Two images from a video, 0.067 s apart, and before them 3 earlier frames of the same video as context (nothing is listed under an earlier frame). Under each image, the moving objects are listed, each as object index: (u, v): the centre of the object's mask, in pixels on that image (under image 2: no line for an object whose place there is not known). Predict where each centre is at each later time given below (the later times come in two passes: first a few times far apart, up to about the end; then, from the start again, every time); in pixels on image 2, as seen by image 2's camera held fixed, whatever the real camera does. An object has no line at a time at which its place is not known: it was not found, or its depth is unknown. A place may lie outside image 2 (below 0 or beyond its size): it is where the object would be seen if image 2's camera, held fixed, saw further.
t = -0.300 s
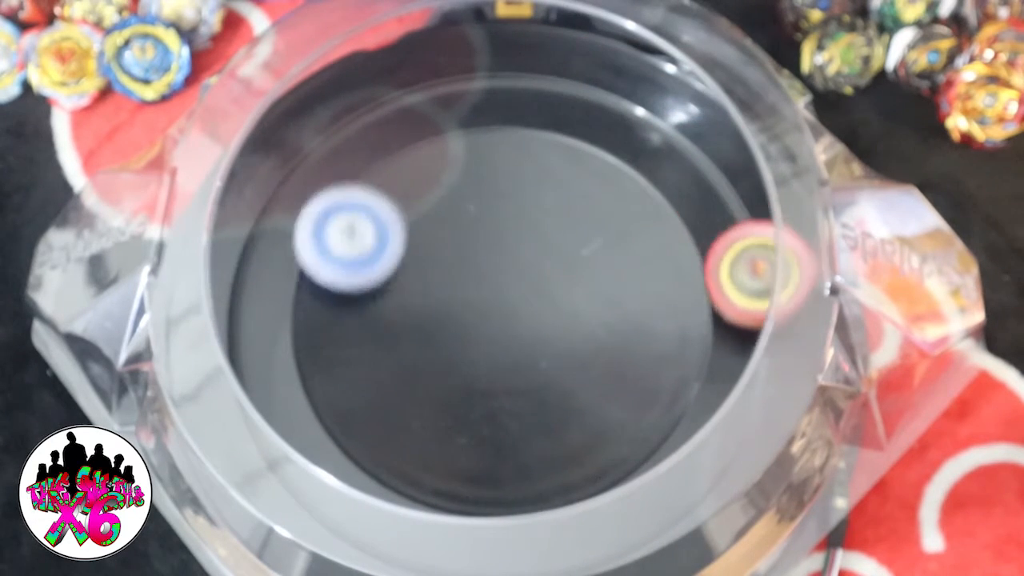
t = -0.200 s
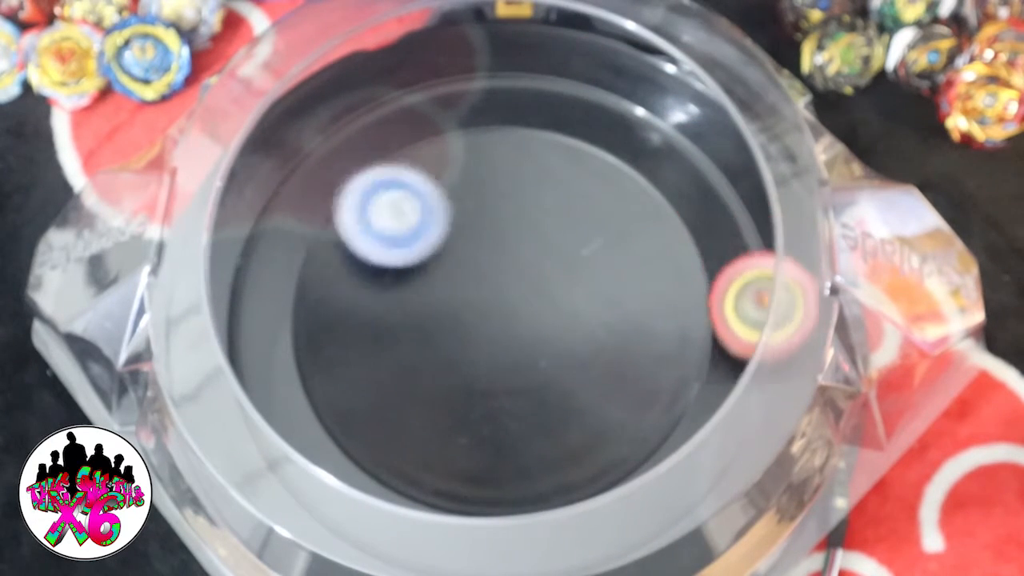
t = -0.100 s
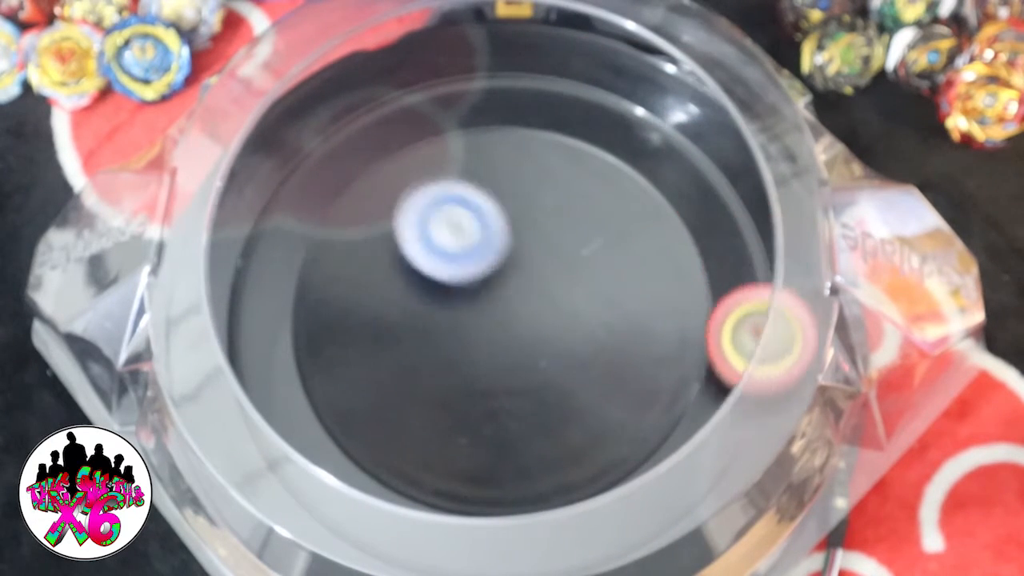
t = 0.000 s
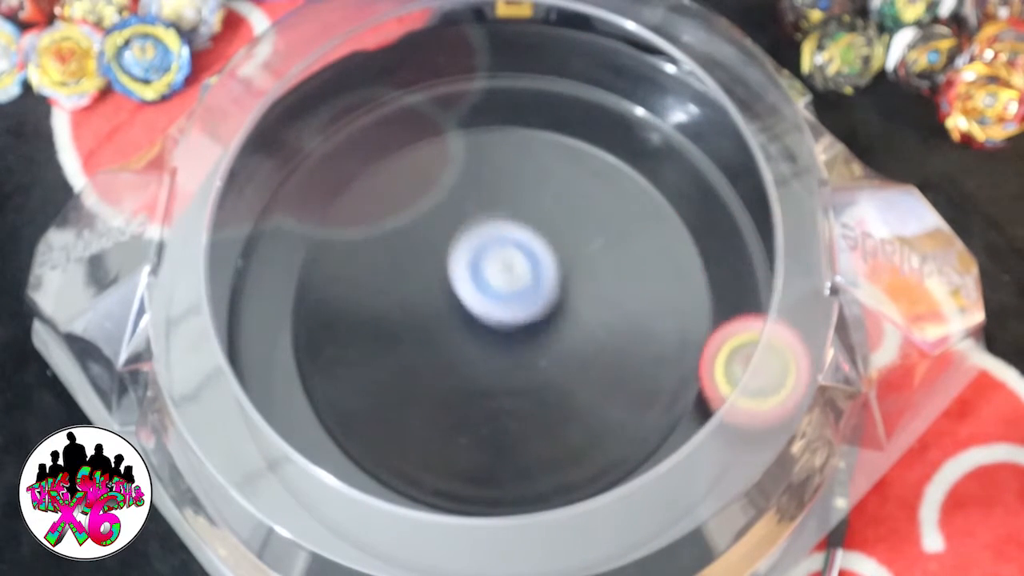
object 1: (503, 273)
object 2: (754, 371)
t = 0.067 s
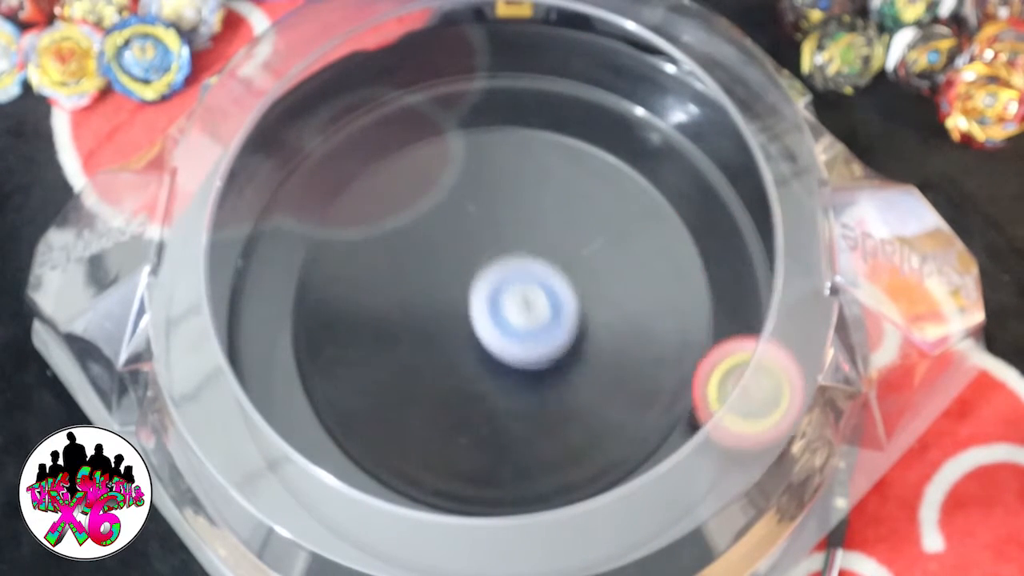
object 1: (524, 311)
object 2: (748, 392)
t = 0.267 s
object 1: (497, 422)
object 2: (711, 456)
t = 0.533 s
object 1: (388, 425)
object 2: (633, 523)
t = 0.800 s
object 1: (467, 300)
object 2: (537, 540)
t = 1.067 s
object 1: (614, 317)
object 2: (442, 539)
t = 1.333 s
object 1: (584, 409)
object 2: (358, 522)
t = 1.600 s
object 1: (464, 316)
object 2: (294, 470)
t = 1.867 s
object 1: (514, 188)
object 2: (253, 402)
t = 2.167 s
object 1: (581, 261)
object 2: (239, 315)
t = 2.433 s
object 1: (454, 339)
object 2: (254, 239)
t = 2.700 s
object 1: (364, 254)
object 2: (288, 173)
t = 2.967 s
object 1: (482, 275)
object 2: (326, 134)
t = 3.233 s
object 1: (507, 402)
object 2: (387, 95)
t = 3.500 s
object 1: (428, 430)
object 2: (460, 74)
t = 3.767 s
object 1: (480, 317)
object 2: (536, 73)
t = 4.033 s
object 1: (605, 311)
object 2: (600, 90)
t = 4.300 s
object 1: (565, 368)
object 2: (667, 128)
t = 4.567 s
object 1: (478, 278)
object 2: (714, 180)
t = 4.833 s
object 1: (525, 187)
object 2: (731, 242)
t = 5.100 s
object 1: (531, 286)
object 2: (716, 315)
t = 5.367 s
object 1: (414, 316)
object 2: (643, 290)
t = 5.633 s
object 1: (391, 260)
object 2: (524, 268)
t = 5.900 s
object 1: (360, 240)
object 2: (613, 299)
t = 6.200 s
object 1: (434, 316)
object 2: (560, 272)
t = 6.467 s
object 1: (407, 347)
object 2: (623, 264)
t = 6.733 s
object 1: (482, 369)
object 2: (577, 296)
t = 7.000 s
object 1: (426, 406)
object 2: (539, 323)
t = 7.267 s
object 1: (370, 312)
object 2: (553, 364)
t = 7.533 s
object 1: (416, 216)
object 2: (583, 315)
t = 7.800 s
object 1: (507, 195)
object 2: (552, 351)
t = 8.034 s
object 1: (563, 271)
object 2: (557, 406)
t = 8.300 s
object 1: (513, 356)
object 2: (526, 462)
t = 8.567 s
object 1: (420, 339)
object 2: (472, 465)
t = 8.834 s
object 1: (473, 272)
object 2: (445, 408)
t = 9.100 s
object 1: (572, 296)
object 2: (455, 347)
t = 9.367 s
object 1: (573, 368)
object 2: (493, 290)
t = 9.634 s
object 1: (473, 342)
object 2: (536, 244)
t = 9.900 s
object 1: (440, 257)
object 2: (583, 235)
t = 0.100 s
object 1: (527, 331)
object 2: (743, 403)
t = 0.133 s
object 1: (528, 351)
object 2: (738, 413)
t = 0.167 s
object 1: (524, 371)
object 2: (732, 425)
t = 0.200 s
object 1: (517, 388)
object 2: (726, 435)
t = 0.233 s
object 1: (509, 406)
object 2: (718, 446)
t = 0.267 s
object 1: (497, 422)
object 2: (711, 456)
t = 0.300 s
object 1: (485, 434)
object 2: (703, 466)
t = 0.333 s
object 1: (470, 446)
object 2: (694, 477)
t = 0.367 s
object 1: (455, 453)
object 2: (685, 487)
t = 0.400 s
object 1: (438, 456)
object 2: (675, 496)
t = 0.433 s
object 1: (421, 455)
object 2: (665, 504)
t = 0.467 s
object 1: (407, 450)
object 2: (654, 512)
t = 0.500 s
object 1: (394, 440)
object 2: (644, 518)
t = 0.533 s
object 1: (388, 425)
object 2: (633, 523)
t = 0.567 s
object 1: (386, 408)
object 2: (622, 526)
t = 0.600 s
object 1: (389, 390)
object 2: (610, 530)
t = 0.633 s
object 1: (396, 373)
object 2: (597, 532)
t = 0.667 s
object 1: (407, 355)
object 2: (585, 535)
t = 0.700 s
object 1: (418, 339)
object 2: (573, 536)
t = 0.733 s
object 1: (433, 324)
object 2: (561, 538)
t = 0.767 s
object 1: (448, 311)
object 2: (550, 540)
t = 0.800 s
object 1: (467, 300)
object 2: (537, 540)
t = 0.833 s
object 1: (485, 293)
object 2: (526, 541)
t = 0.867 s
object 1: (507, 287)
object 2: (514, 542)
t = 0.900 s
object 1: (527, 285)
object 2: (502, 542)
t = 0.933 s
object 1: (548, 287)
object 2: (489, 542)
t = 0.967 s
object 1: (566, 291)
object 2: (476, 542)
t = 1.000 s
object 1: (585, 299)
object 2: (464, 541)
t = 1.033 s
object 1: (600, 307)
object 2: (452, 541)
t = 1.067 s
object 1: (614, 317)
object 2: (442, 539)
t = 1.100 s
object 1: (624, 329)
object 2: (430, 538)
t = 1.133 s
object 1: (632, 343)
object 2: (421, 537)
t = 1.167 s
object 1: (636, 357)
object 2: (409, 535)
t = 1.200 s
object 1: (637, 372)
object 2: (400, 533)
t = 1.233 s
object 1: (630, 386)
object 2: (388, 531)
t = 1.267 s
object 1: (619, 398)
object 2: (380, 528)
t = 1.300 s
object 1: (603, 406)
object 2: (370, 526)
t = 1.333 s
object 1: (584, 409)
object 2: (358, 522)
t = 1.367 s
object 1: (563, 407)
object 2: (352, 518)
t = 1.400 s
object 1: (543, 402)
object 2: (343, 512)
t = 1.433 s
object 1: (524, 393)
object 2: (333, 505)
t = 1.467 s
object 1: (507, 382)
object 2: (326, 496)
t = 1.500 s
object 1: (491, 368)
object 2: (316, 490)
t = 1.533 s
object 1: (479, 353)
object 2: (312, 485)
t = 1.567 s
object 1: (470, 335)
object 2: (304, 478)
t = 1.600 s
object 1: (464, 316)
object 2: (294, 470)
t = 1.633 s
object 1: (461, 298)
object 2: (288, 462)
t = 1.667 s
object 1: (462, 278)
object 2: (281, 454)
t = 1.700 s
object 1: (465, 260)
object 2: (274, 445)
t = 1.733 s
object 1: (472, 242)
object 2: (272, 438)
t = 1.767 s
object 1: (480, 226)
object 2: (265, 429)
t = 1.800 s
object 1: (490, 211)
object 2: (260, 418)
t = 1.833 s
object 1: (502, 198)
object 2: (256, 411)
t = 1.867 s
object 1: (514, 188)
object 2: (253, 402)
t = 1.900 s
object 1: (528, 180)
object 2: (250, 393)
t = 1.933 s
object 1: (541, 176)
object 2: (248, 385)
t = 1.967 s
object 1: (556, 177)
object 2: (246, 375)
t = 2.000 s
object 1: (570, 182)
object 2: (243, 365)
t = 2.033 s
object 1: (580, 192)
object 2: (241, 354)
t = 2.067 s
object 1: (588, 206)
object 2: (239, 344)
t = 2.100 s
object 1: (590, 223)
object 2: (238, 335)
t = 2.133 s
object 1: (587, 242)
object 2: (239, 326)
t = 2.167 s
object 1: (581, 261)
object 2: (239, 315)
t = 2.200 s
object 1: (573, 279)
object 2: (239, 306)
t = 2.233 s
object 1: (561, 297)
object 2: (240, 296)
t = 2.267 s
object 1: (547, 312)
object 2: (247, 286)
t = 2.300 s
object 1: (530, 324)
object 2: (248, 277)
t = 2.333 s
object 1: (513, 332)
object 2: (248, 268)
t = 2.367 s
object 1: (493, 338)
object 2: (250, 258)
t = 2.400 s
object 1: (473, 340)
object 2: (252, 249)
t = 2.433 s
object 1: (454, 339)
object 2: (254, 239)
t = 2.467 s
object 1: (436, 334)
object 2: (256, 231)
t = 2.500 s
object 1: (418, 326)
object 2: (260, 222)
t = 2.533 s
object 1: (403, 317)
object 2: (263, 214)
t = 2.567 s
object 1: (389, 307)
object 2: (268, 205)
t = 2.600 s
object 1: (378, 295)
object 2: (272, 197)
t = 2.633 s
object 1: (369, 282)
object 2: (277, 189)
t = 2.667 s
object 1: (364, 268)
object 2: (283, 181)
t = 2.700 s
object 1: (364, 254)
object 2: (288, 173)
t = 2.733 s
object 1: (368, 244)
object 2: (294, 163)
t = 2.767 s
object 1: (381, 239)
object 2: (298, 155)
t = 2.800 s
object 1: (398, 238)
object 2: (304, 154)
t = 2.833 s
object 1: (414, 240)
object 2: (309, 151)
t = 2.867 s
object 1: (433, 245)
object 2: (314, 143)
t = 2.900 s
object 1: (451, 253)
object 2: (319, 137)
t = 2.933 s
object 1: (467, 263)
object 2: (322, 136)
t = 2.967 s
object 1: (482, 275)
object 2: (326, 134)
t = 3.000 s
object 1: (495, 290)
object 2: (333, 129)
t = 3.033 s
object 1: (504, 305)
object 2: (341, 122)
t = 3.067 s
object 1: (512, 322)
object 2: (349, 115)
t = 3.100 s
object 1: (517, 339)
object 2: (355, 112)
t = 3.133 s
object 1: (518, 355)
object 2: (362, 108)
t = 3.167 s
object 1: (516, 372)
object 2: (371, 103)
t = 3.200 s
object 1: (512, 388)
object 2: (379, 98)
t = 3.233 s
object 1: (507, 402)
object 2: (387, 95)
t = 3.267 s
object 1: (500, 416)
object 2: (396, 91)
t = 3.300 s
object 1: (491, 429)
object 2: (405, 88)
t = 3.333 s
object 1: (481, 438)
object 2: (414, 85)
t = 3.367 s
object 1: (469, 446)
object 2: (423, 82)
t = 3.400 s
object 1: (456, 450)
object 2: (431, 79)
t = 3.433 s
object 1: (444, 448)
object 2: (441, 77)
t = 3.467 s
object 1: (434, 440)
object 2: (450, 75)
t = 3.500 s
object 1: (428, 430)
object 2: (460, 74)
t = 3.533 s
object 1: (425, 416)
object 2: (469, 73)
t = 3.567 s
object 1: (426, 401)
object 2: (479, 72)
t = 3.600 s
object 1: (430, 385)
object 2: (489, 72)
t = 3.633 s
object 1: (436, 370)
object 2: (498, 71)
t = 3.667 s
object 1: (444, 355)
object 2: (508, 71)
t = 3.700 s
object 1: (454, 340)
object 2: (518, 72)
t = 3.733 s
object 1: (467, 327)
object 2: (527, 72)
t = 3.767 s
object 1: (480, 317)
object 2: (536, 73)
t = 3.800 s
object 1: (496, 309)
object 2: (543, 74)
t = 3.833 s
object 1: (513, 302)
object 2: (550, 75)
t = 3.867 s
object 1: (530, 298)
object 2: (558, 76)
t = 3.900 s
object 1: (547, 296)
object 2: (565, 79)
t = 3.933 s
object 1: (562, 297)
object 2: (574, 81)
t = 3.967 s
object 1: (578, 300)
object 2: (583, 84)
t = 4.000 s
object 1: (592, 305)
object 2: (592, 87)
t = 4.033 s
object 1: (605, 311)
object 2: (600, 90)
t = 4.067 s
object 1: (615, 319)
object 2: (609, 94)
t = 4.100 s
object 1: (621, 329)
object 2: (618, 98)
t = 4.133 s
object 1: (623, 340)
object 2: (626, 102)
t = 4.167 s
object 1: (620, 350)
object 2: (634, 107)
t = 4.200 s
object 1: (612, 359)
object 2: (643, 112)
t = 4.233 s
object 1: (598, 365)
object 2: (651, 117)
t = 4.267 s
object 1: (582, 368)
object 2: (659, 122)
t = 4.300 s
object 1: (565, 368)
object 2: (667, 128)
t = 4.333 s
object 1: (547, 364)
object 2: (674, 134)
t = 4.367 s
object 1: (530, 357)
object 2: (682, 140)
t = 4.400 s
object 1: (516, 348)
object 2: (688, 146)
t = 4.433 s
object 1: (503, 337)
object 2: (694, 153)
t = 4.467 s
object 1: (494, 324)
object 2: (700, 159)
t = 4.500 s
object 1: (486, 309)
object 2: (705, 166)
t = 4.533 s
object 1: (481, 294)
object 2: (710, 173)
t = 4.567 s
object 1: (478, 278)
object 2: (714, 180)
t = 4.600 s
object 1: (478, 262)
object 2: (718, 187)
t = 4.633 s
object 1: (480, 247)
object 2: (721, 195)
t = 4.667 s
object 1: (484, 233)
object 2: (724, 202)
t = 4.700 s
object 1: (490, 220)
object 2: (727, 210)
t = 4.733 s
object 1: (497, 207)
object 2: (728, 218)
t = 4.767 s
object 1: (505, 197)
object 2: (730, 225)
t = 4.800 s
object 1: (515, 190)
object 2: (730, 233)
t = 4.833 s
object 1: (525, 187)
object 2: (731, 242)
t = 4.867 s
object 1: (535, 189)
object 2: (731, 251)
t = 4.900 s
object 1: (543, 197)
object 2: (730, 260)
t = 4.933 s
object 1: (548, 209)
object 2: (729, 269)
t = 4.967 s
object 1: (550, 224)
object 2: (728, 277)
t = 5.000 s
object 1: (550, 240)
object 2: (725, 287)
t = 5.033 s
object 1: (546, 257)
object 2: (723, 296)
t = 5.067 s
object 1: (540, 273)
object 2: (720, 305)
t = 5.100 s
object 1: (531, 286)
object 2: (716, 315)
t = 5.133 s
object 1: (519, 299)
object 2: (711, 324)
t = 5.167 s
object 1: (505, 309)
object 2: (706, 330)
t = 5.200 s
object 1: (490, 316)
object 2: (699, 333)
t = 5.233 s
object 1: (474, 321)
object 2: (687, 329)
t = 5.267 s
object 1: (458, 324)
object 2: (676, 321)
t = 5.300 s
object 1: (443, 323)
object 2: (666, 310)
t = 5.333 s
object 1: (428, 320)
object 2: (655, 299)
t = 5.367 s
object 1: (414, 316)
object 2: (643, 290)
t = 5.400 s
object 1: (401, 310)
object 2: (628, 283)
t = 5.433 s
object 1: (390, 303)
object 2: (612, 277)
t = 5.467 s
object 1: (382, 295)
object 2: (595, 272)
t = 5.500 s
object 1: (377, 285)
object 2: (578, 268)
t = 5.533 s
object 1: (376, 276)
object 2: (561, 265)
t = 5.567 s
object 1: (381, 268)
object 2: (543, 264)
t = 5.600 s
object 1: (389, 264)
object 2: (530, 264)
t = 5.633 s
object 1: (391, 260)
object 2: (524, 268)
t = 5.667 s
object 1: (368, 253)
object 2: (546, 276)
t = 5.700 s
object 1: (351, 247)
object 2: (572, 285)
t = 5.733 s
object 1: (342, 242)
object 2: (594, 296)
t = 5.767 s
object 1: (338, 239)
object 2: (607, 305)
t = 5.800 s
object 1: (338, 237)
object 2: (613, 311)
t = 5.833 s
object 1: (343, 236)
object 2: (614, 312)
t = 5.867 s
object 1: (350, 237)
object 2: (614, 307)
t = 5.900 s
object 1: (360, 240)
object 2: (613, 299)
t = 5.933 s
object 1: (372, 245)
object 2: (608, 289)
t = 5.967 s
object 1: (386, 252)
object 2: (601, 281)
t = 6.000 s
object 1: (401, 260)
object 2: (591, 275)
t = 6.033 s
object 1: (416, 269)
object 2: (579, 271)
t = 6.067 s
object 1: (431, 279)
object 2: (566, 268)
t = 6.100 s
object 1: (443, 289)
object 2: (553, 267)
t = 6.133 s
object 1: (443, 298)
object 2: (552, 268)
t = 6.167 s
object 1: (446, 307)
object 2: (550, 270)
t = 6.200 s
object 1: (434, 316)
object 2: (560, 272)
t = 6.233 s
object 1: (419, 324)
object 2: (579, 271)
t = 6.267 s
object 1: (410, 331)
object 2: (591, 271)
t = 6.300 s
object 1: (404, 336)
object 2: (598, 269)
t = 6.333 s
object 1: (401, 340)
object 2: (605, 267)
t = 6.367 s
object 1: (399, 343)
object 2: (611, 265)
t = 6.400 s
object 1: (400, 346)
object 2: (617, 264)
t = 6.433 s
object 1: (403, 347)
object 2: (621, 263)
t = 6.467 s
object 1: (407, 347)
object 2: (623, 264)
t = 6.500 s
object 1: (414, 347)
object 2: (622, 265)
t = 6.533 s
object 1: (423, 347)
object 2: (618, 269)
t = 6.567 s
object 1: (433, 347)
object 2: (613, 272)
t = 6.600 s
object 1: (444, 347)
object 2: (606, 276)
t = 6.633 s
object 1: (457, 349)
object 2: (598, 281)
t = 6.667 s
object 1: (468, 353)
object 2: (589, 287)
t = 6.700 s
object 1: (479, 359)
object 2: (581, 292)
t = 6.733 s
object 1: (482, 369)
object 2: (577, 296)
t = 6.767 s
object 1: (479, 379)
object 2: (574, 297)
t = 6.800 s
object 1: (476, 388)
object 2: (567, 300)
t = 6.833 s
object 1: (472, 394)
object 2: (559, 305)
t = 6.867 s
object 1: (468, 397)
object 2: (552, 311)
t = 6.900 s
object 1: (465, 396)
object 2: (545, 316)
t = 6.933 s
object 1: (455, 399)
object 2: (542, 320)
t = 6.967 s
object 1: (439, 404)
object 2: (543, 320)
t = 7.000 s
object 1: (426, 406)
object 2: (539, 323)
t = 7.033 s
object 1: (415, 404)
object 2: (534, 327)
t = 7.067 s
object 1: (404, 398)
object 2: (528, 332)
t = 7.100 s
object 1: (397, 388)
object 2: (524, 338)
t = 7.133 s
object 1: (395, 375)
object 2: (520, 344)
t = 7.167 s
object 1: (398, 361)
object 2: (517, 349)
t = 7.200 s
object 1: (403, 347)
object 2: (515, 355)
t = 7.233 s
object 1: (387, 331)
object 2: (532, 360)
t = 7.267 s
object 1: (370, 312)
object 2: (553, 364)
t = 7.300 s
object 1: (361, 295)
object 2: (567, 362)
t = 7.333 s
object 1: (361, 280)
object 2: (574, 359)
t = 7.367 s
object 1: (364, 266)
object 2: (581, 353)
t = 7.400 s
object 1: (370, 253)
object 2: (586, 346)
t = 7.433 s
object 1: (378, 241)
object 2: (590, 338)
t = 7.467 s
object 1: (389, 231)
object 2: (590, 331)
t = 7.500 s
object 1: (401, 222)
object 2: (588, 322)
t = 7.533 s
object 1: (416, 216)
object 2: (583, 315)
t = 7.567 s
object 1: (431, 212)
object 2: (576, 308)
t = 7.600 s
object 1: (448, 211)
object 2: (569, 302)
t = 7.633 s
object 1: (464, 213)
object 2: (559, 297)
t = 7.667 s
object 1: (479, 213)
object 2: (552, 296)
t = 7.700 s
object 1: (487, 210)
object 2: (549, 301)
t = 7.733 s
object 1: (497, 210)
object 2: (544, 310)
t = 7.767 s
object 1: (501, 198)
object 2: (548, 332)
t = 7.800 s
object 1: (507, 195)
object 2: (552, 351)
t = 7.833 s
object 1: (516, 200)
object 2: (554, 365)
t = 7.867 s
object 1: (527, 207)
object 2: (554, 374)
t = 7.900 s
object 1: (537, 217)
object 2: (555, 380)
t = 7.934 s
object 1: (546, 228)
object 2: (557, 386)
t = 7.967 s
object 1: (554, 241)
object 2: (558, 393)
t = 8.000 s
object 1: (560, 255)
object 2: (557, 399)
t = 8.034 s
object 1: (563, 271)
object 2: (557, 406)
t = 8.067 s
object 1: (564, 286)
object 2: (555, 412)
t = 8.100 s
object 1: (562, 300)
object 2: (552, 417)
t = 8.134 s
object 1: (559, 314)
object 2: (548, 423)
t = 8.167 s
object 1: (554, 325)
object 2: (542, 432)
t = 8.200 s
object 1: (544, 331)
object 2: (538, 444)
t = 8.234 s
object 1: (534, 339)
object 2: (534, 452)
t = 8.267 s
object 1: (524, 348)
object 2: (531, 457)
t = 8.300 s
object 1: (513, 356)
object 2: (526, 462)
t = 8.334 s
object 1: (500, 363)
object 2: (520, 465)
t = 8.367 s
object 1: (487, 366)
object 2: (514, 468)
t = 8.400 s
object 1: (474, 367)
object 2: (507, 469)
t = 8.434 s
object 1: (461, 367)
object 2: (501, 470)
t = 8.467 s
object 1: (447, 363)
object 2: (493, 470)
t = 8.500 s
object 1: (436, 356)
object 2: (486, 469)
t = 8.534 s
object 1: (428, 349)
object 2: (479, 468)
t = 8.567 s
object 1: (420, 339)
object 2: (472, 465)
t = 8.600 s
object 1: (417, 327)
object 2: (466, 461)
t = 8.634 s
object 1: (417, 317)
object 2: (460, 456)
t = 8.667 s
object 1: (420, 305)
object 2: (456, 449)
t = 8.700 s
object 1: (427, 294)
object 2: (452, 441)
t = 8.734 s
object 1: (436, 286)
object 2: (449, 434)
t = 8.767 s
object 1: (446, 279)
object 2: (446, 425)
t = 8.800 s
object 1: (459, 274)
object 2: (445, 416)
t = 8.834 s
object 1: (473, 272)
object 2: (445, 408)
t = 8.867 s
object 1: (485, 272)
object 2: (445, 399)
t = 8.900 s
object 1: (499, 273)
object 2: (447, 389)
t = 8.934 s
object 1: (512, 277)
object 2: (450, 381)
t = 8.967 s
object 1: (523, 282)
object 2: (452, 372)
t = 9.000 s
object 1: (534, 288)
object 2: (456, 364)
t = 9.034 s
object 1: (551, 289)
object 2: (453, 360)
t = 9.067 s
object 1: (563, 291)
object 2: (452, 355)
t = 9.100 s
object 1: (572, 296)
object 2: (455, 347)
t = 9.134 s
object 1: (582, 305)
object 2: (460, 340)
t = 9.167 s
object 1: (589, 313)
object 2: (464, 333)
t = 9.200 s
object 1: (596, 321)
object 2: (469, 325)
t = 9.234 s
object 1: (599, 332)
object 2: (473, 318)
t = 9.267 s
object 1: (597, 343)
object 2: (478, 311)
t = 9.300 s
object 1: (593, 353)
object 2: (483, 304)
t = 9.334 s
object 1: (584, 362)
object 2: (488, 297)
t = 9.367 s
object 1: (573, 368)
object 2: (493, 290)
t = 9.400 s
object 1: (561, 371)
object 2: (499, 283)
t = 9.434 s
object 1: (547, 372)
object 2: (504, 278)
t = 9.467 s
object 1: (534, 370)
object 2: (508, 271)
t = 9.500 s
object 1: (520, 367)
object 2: (514, 265)
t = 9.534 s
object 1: (507, 362)
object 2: (519, 259)
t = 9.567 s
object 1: (496, 355)
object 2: (525, 254)
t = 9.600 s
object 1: (484, 350)
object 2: (530, 249)
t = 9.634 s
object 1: (473, 342)
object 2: (536, 244)
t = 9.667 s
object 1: (464, 334)
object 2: (542, 240)
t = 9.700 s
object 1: (455, 324)
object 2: (547, 237)
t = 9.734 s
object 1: (448, 313)
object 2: (553, 234)
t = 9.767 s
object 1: (442, 303)
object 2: (559, 233)
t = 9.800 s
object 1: (438, 291)
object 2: (565, 232)
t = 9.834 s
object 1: (437, 280)
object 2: (571, 232)
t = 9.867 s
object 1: (437, 269)
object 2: (577, 233)
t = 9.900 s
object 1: (440, 257)
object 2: (583, 235)
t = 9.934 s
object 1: (444, 248)
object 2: (588, 237)
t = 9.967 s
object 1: (450, 239)
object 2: (592, 240)
